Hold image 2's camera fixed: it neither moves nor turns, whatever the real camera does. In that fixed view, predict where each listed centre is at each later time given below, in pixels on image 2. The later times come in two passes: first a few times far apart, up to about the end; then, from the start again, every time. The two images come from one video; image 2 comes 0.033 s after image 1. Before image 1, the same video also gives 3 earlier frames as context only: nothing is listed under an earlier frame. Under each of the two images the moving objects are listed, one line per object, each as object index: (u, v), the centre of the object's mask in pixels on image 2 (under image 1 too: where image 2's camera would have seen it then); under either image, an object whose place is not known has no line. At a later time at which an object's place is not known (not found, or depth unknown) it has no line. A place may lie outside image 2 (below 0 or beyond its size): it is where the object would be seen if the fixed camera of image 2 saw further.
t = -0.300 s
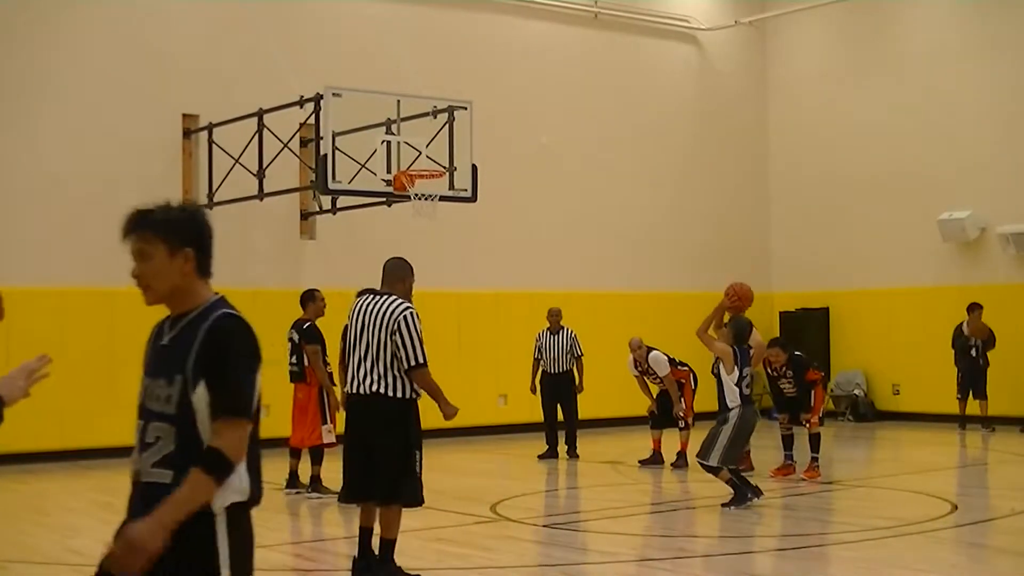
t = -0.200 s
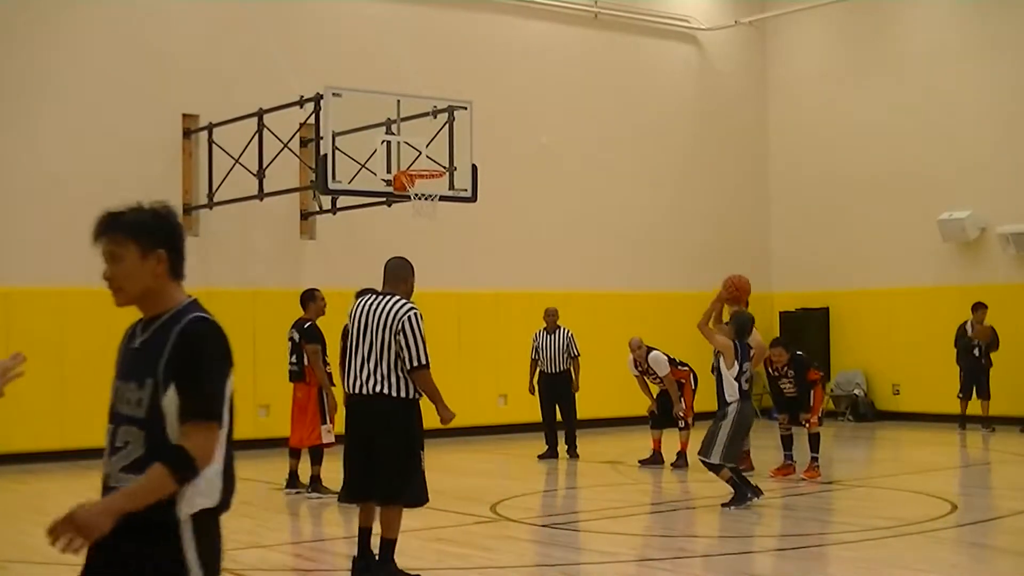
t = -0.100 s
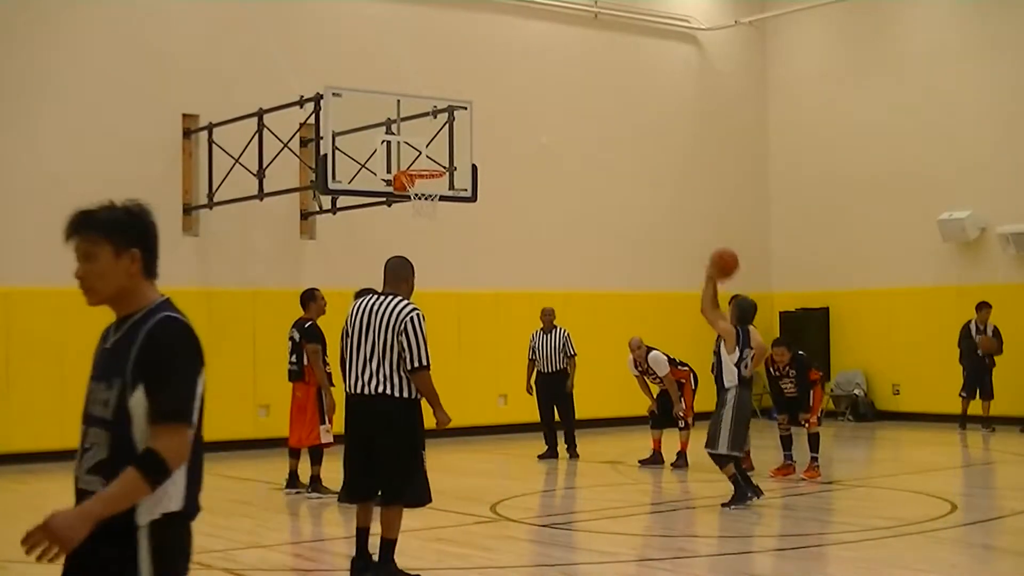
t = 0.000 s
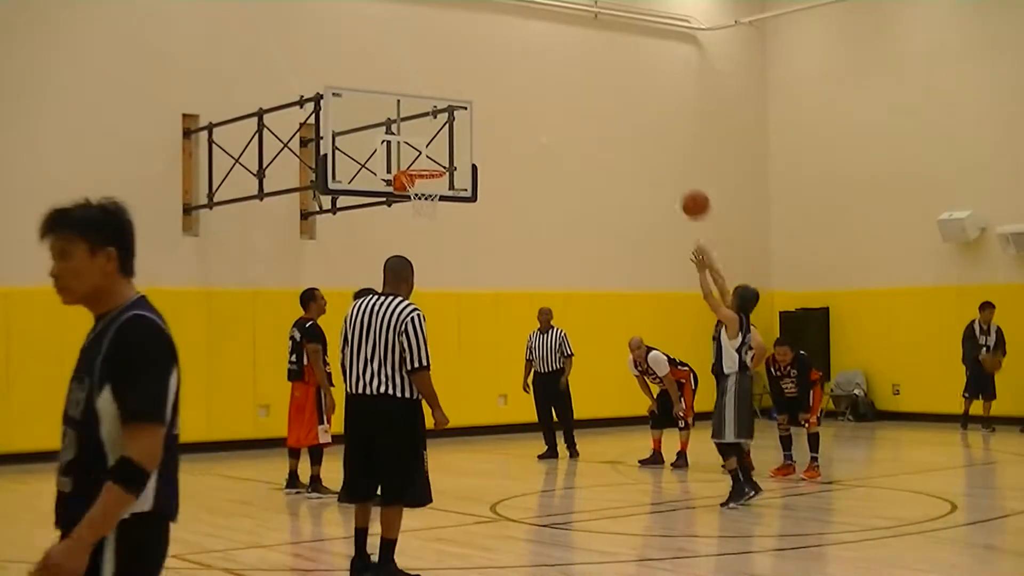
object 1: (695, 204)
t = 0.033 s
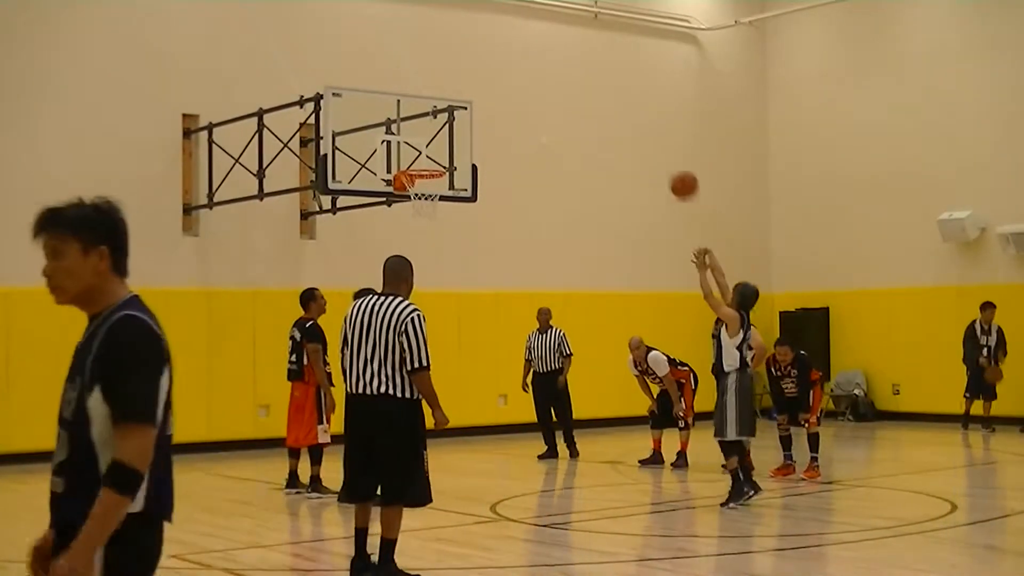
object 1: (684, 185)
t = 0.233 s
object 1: (620, 102)
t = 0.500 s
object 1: (546, 68)
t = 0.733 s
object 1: (490, 99)
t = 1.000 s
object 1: (455, 186)
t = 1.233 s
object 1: (506, 289)
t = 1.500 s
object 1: (568, 460)
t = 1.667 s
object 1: (607, 374)
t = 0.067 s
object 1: (672, 167)
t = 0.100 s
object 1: (662, 151)
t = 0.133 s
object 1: (651, 136)
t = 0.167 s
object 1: (641, 123)
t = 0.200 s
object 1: (630, 112)
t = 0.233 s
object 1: (620, 102)
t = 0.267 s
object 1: (610, 93)
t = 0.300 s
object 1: (601, 85)
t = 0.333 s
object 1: (591, 80)
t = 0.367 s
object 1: (582, 75)
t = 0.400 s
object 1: (572, 71)
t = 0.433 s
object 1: (563, 69)
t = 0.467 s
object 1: (555, 68)
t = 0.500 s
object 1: (546, 68)
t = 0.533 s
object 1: (538, 69)
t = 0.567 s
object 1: (529, 72)
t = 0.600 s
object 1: (521, 75)
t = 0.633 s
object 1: (513, 80)
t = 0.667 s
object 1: (506, 85)
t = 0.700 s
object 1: (498, 92)
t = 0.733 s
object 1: (490, 99)
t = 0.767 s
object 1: (483, 108)
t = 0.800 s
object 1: (476, 118)
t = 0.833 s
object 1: (469, 129)
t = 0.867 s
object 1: (463, 139)
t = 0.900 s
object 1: (454, 152)
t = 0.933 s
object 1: (448, 165)
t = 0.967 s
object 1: (448, 176)
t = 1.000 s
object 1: (455, 186)
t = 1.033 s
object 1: (462, 197)
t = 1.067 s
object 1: (469, 209)
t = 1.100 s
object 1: (477, 223)
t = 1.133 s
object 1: (484, 238)
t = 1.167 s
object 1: (491, 254)
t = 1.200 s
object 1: (499, 271)
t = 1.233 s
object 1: (506, 289)
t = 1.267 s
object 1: (515, 312)
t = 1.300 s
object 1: (523, 332)
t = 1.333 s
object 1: (530, 354)
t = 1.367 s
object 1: (537, 378)
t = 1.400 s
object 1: (545, 403)
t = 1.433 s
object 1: (552, 430)
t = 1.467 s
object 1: (560, 458)
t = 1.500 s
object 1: (568, 460)
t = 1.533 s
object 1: (576, 440)
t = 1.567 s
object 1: (583, 423)
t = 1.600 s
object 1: (591, 406)
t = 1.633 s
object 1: (599, 389)
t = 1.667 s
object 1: (607, 374)
